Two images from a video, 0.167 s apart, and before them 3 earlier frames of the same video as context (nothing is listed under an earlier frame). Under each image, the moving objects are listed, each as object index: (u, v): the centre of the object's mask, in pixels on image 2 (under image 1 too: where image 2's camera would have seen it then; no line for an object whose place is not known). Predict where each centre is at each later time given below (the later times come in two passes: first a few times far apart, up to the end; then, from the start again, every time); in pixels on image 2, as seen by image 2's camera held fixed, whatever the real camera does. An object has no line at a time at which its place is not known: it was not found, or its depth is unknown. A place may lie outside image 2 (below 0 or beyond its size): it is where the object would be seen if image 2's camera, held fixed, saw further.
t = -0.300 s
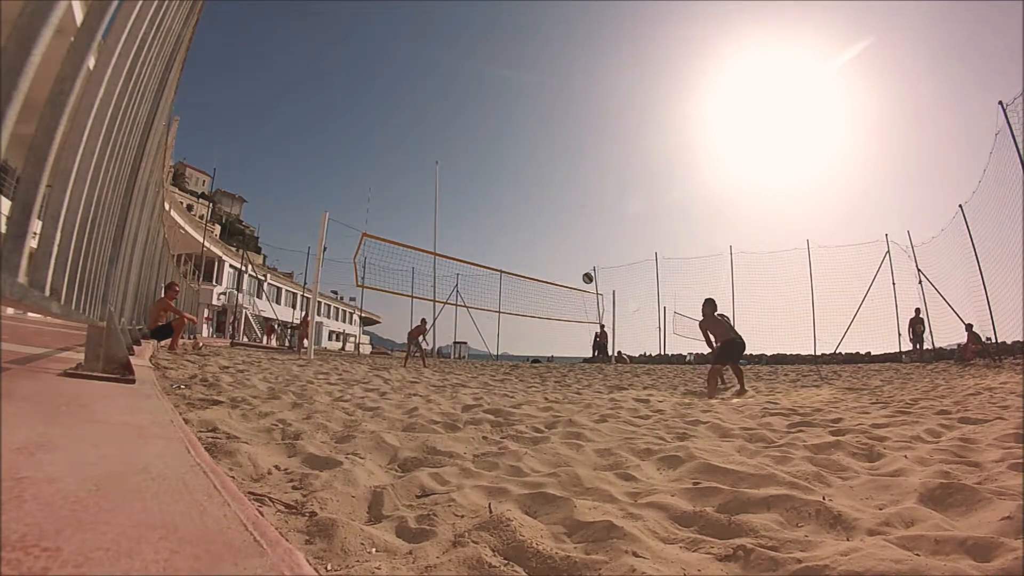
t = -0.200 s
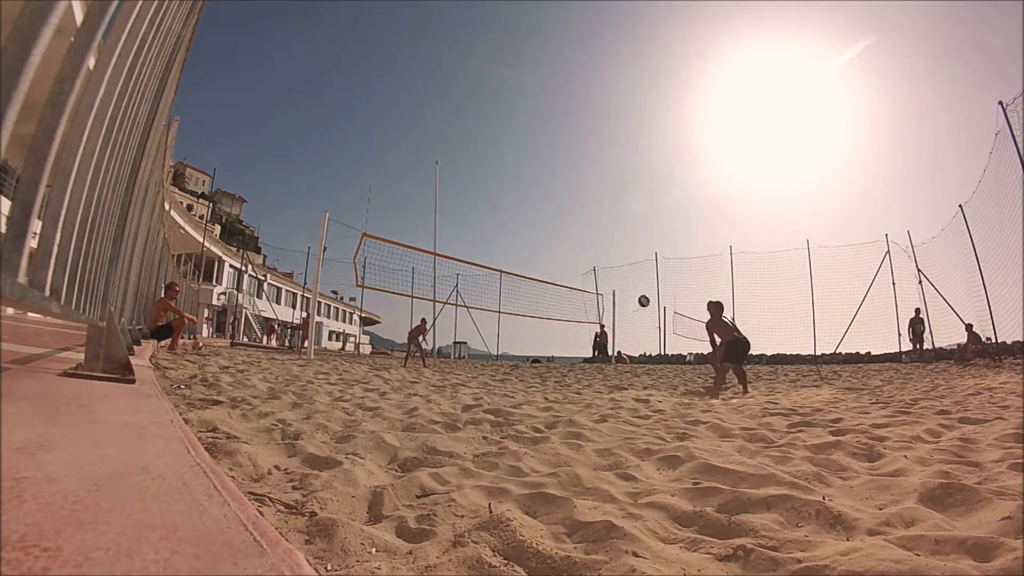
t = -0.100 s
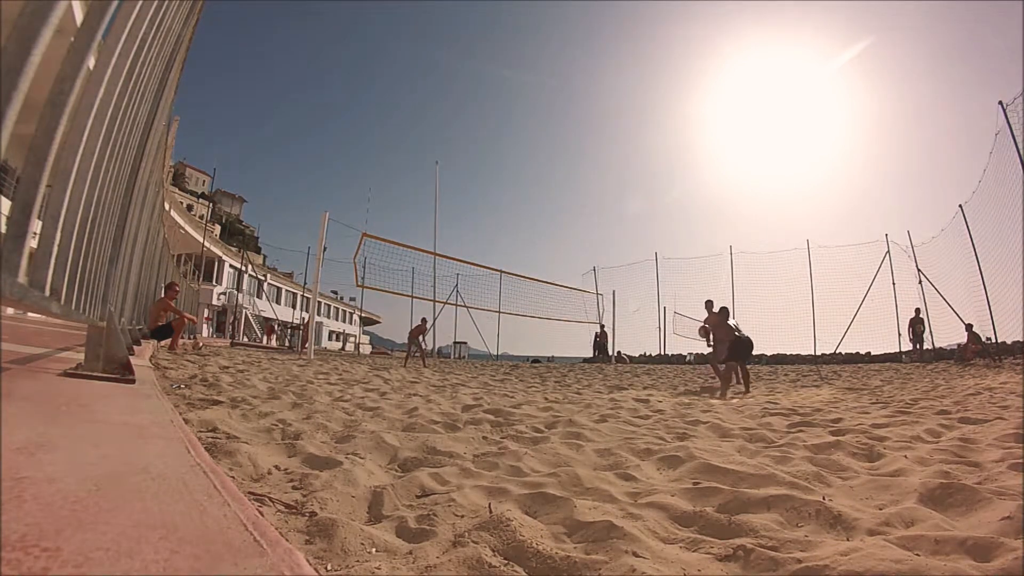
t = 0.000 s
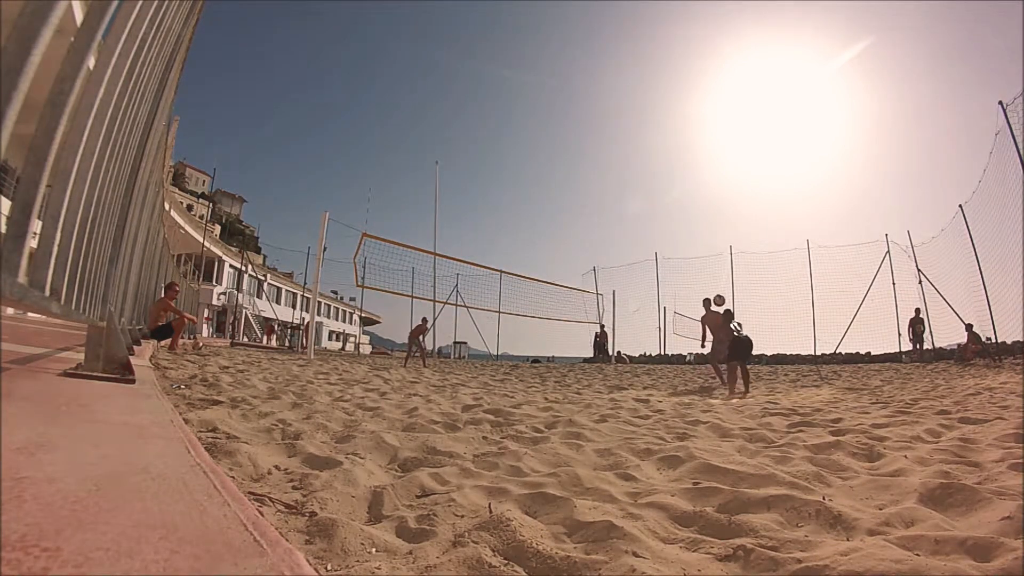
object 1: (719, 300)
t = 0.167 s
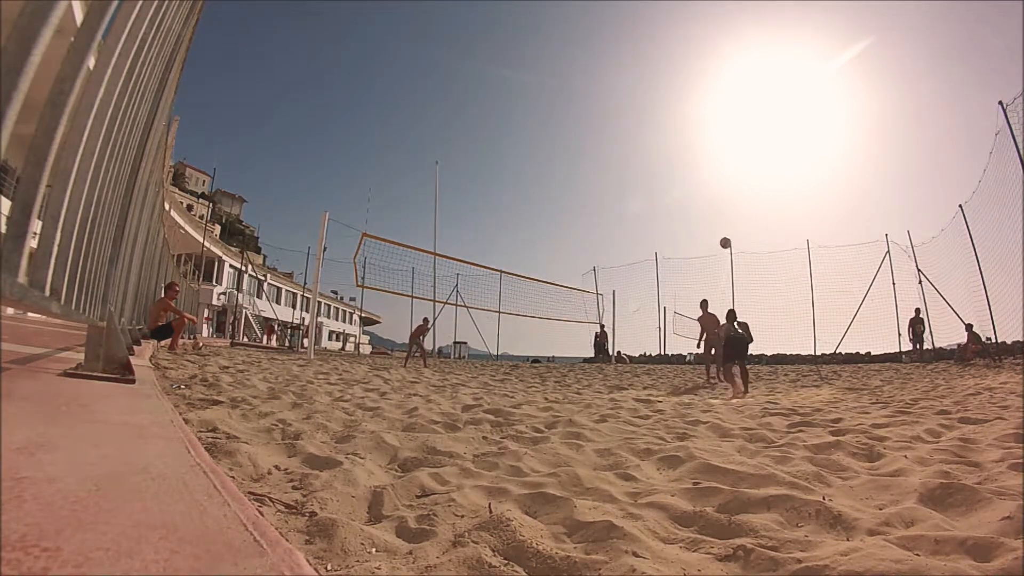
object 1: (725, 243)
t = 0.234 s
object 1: (727, 226)
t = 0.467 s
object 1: (735, 190)
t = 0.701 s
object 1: (743, 182)
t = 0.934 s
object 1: (753, 196)
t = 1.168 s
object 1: (763, 232)
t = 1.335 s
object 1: (770, 270)
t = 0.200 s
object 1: (726, 234)
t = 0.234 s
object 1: (727, 226)
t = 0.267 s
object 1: (729, 219)
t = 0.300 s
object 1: (729, 212)
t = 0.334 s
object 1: (731, 207)
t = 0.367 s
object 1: (732, 202)
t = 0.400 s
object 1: (733, 197)
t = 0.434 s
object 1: (734, 193)
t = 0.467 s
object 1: (735, 190)
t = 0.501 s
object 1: (736, 187)
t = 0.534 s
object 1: (737, 185)
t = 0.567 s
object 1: (738, 183)
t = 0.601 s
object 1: (740, 182)
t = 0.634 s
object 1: (741, 182)
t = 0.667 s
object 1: (742, 181)
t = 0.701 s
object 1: (743, 182)
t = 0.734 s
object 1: (745, 182)
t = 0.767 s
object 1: (746, 183)
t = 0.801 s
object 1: (747, 185)
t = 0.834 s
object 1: (749, 187)
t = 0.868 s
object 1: (750, 190)
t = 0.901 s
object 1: (752, 193)
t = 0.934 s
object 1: (753, 196)
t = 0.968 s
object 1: (754, 200)
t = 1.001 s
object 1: (756, 204)
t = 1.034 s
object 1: (757, 209)
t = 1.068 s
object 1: (759, 214)
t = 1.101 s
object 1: (760, 220)
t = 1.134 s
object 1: (762, 226)
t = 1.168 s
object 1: (763, 232)
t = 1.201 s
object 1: (765, 239)
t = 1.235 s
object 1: (766, 246)
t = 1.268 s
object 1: (768, 254)
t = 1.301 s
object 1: (769, 262)
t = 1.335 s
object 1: (770, 270)
